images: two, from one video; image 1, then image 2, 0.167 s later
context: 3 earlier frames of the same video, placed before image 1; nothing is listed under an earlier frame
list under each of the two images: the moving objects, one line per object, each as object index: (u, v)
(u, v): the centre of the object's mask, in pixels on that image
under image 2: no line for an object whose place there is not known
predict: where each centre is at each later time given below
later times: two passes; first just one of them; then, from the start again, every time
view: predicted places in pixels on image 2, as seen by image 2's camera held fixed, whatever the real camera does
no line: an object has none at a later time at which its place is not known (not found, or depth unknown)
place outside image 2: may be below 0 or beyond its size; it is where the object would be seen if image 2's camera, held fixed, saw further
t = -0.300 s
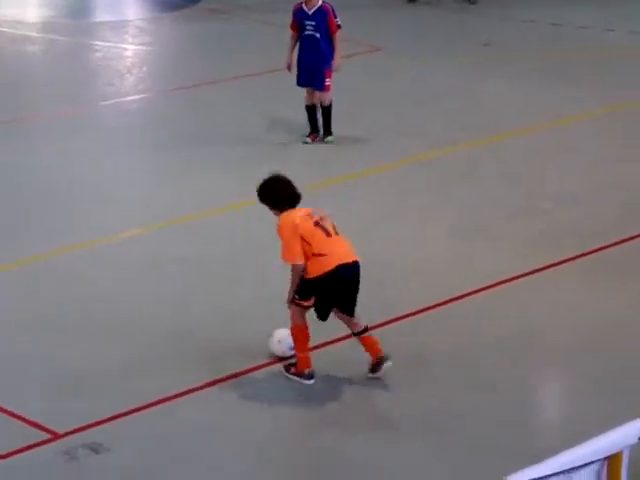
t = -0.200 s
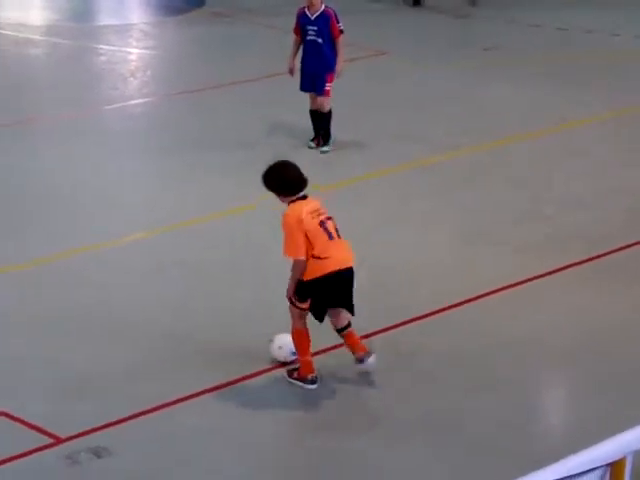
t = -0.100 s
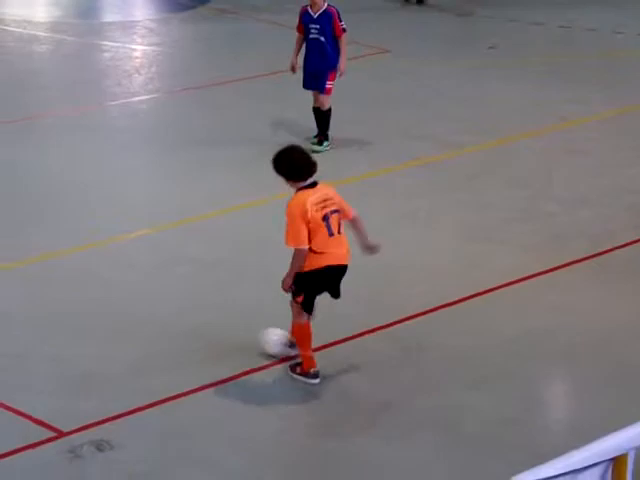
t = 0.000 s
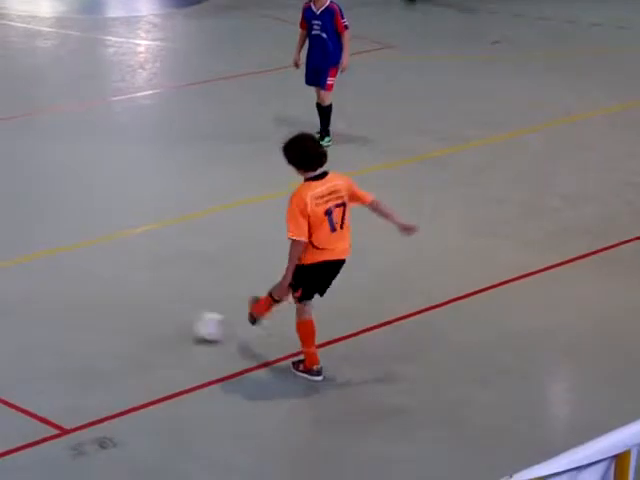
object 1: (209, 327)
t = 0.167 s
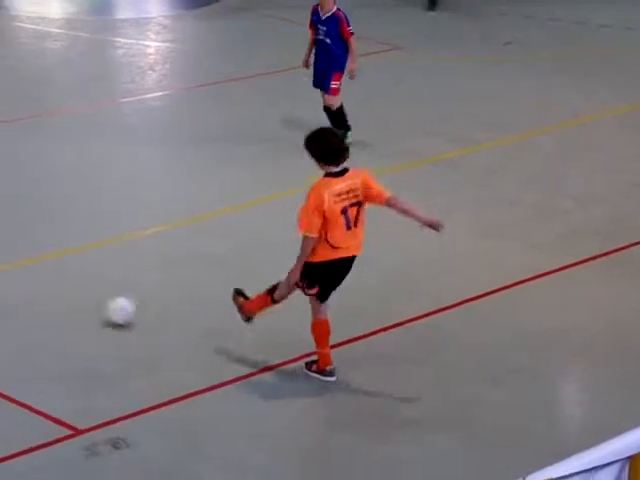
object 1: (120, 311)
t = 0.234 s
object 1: (82, 307)
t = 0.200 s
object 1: (102, 309)
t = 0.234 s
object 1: (82, 307)
